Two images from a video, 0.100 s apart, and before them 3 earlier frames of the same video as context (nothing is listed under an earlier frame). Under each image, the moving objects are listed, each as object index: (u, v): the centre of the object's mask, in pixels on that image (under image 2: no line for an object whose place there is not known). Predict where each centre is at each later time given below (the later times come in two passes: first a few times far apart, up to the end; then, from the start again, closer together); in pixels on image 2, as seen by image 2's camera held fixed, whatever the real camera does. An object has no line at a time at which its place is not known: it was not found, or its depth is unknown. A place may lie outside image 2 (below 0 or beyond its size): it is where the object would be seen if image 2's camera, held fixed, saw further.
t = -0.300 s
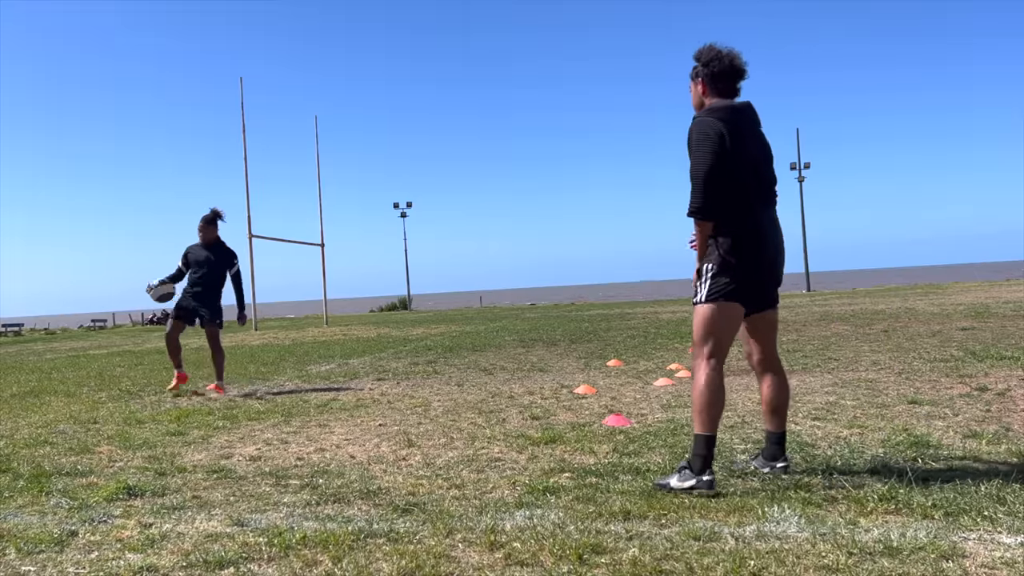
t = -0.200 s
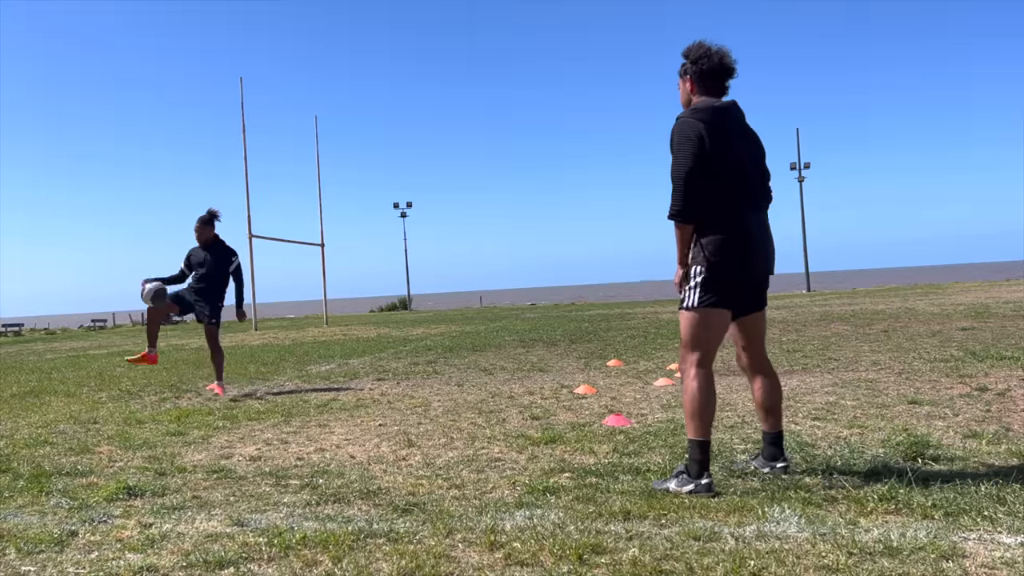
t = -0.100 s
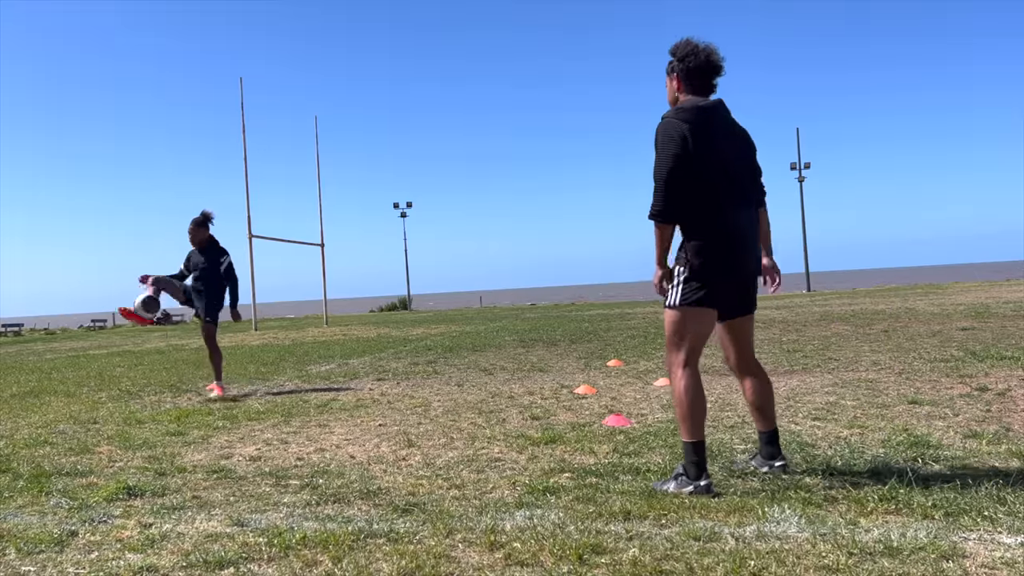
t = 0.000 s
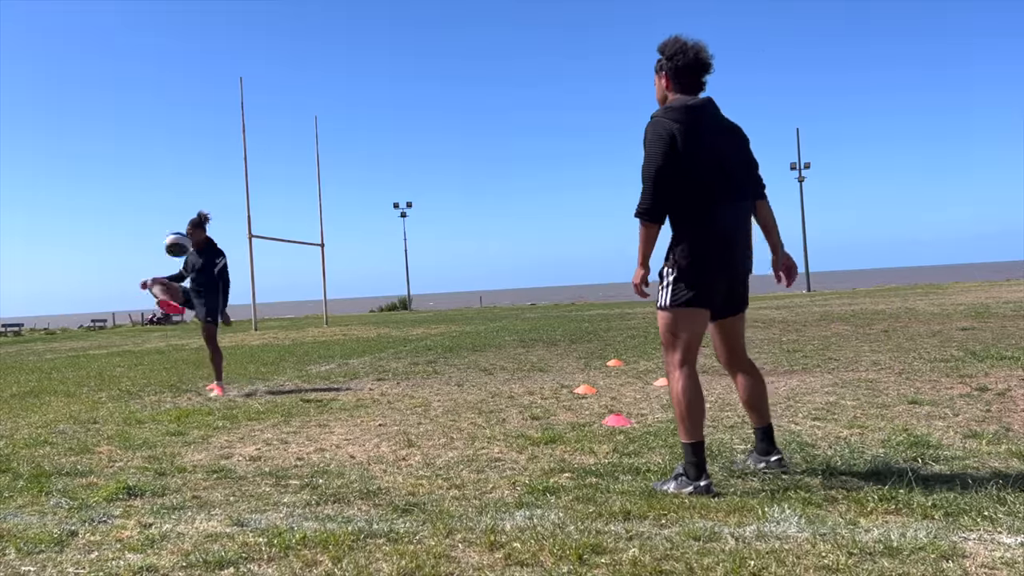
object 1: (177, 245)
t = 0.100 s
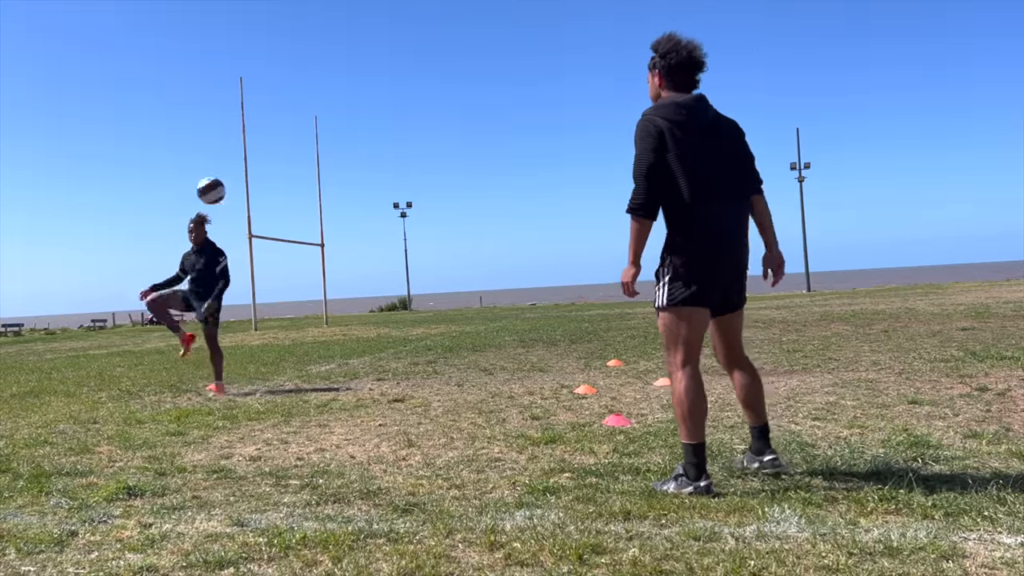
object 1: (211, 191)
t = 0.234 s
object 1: (262, 130)
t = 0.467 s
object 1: (369, 66)
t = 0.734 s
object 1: (534, 77)
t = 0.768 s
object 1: (559, 86)
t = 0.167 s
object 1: (235, 159)
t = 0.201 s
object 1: (248, 145)
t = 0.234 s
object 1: (262, 130)
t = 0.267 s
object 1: (275, 118)
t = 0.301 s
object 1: (289, 106)
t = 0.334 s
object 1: (304, 96)
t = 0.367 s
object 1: (320, 87)
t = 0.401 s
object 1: (336, 78)
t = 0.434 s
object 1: (352, 71)
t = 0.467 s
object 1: (369, 66)
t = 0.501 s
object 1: (387, 61)
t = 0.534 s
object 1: (405, 59)
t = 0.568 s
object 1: (425, 58)
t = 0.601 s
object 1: (445, 57)
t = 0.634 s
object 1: (466, 60)
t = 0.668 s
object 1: (488, 63)
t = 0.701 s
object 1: (510, 69)
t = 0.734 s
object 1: (534, 77)
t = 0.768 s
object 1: (559, 86)
